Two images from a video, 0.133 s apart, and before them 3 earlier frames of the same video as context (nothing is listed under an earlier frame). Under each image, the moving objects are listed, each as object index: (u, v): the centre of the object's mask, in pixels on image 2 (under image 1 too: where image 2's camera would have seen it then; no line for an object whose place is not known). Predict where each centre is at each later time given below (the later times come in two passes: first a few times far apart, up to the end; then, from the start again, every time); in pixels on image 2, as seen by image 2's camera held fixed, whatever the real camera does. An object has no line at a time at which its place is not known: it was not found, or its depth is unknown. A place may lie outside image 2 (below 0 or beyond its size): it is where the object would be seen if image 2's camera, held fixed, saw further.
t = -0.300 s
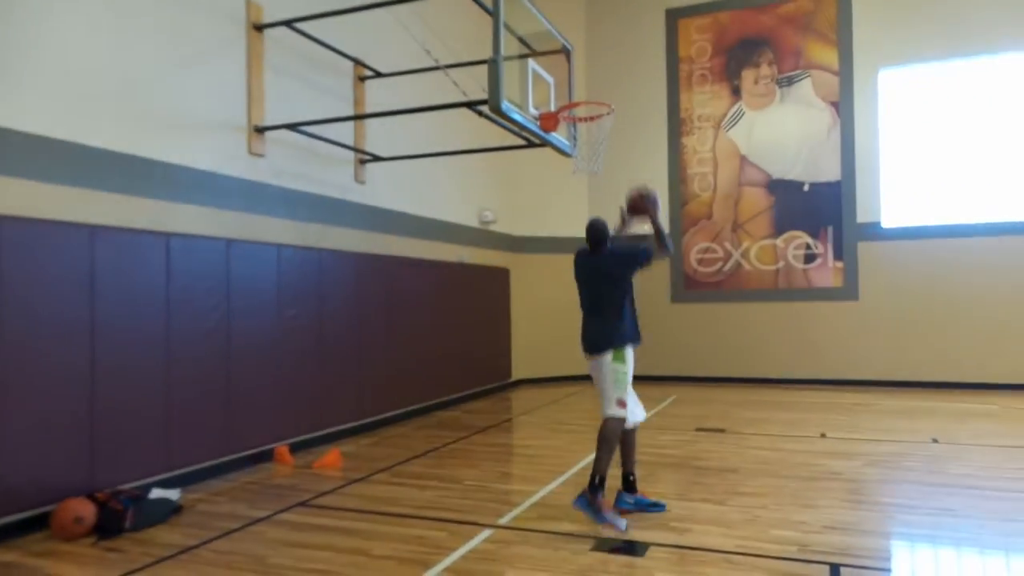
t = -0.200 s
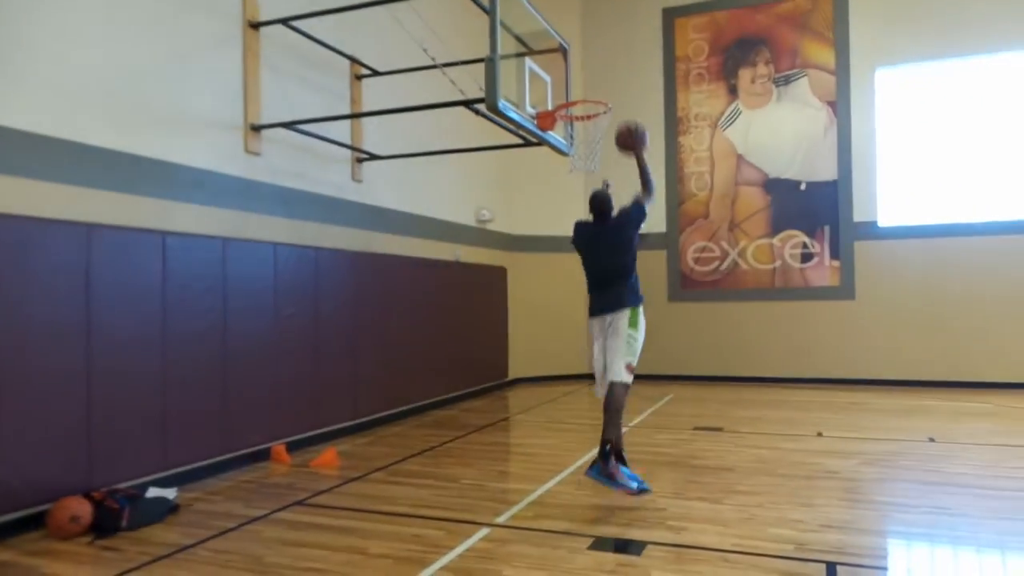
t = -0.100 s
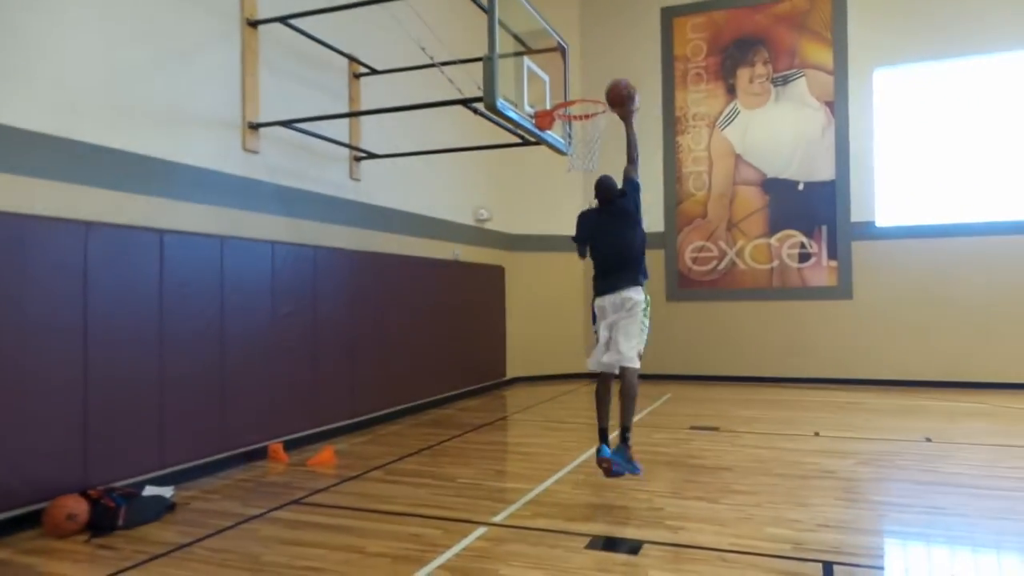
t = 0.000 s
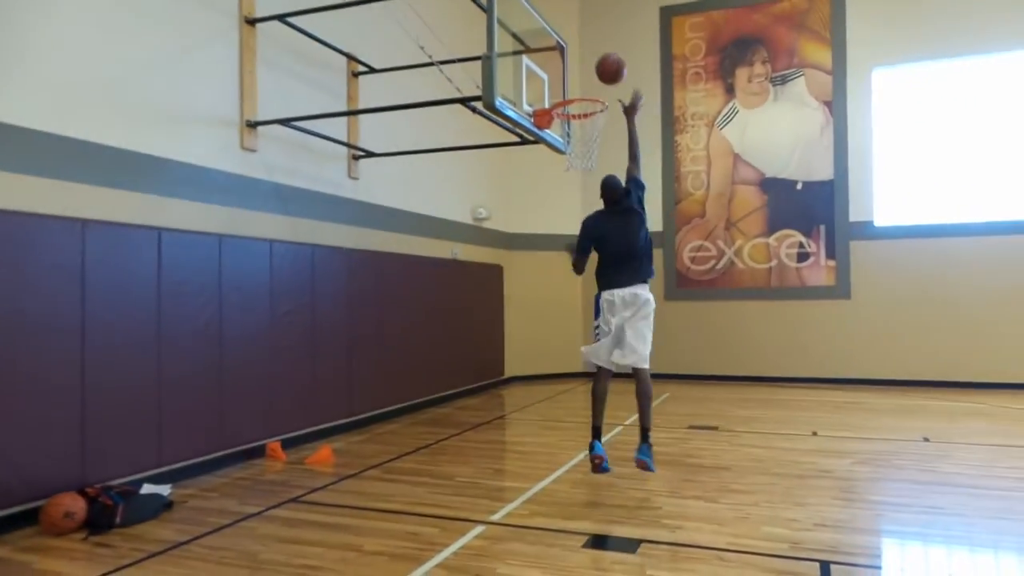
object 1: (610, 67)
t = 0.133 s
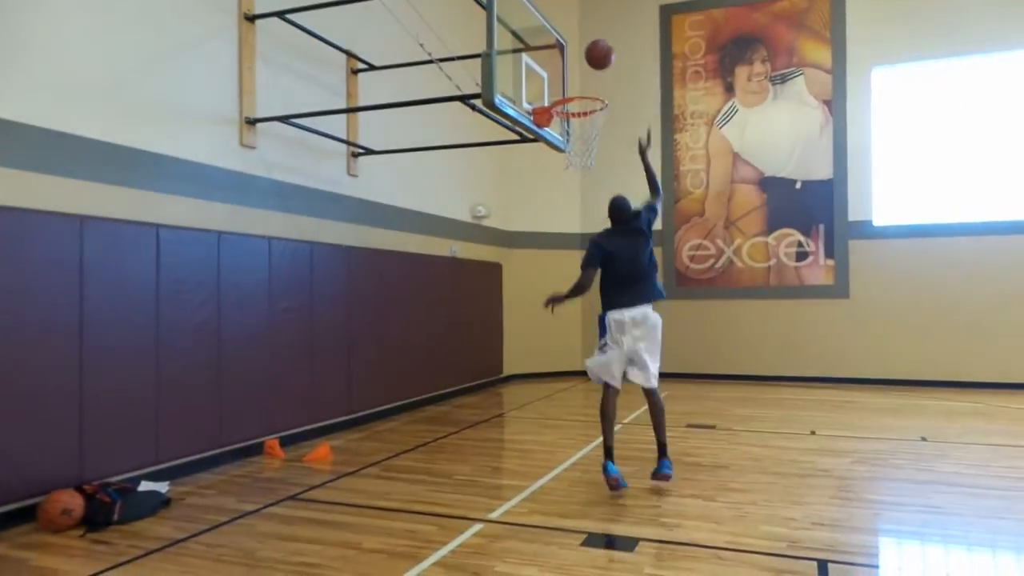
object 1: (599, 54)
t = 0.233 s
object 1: (592, 59)
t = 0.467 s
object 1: (577, 87)
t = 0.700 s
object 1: (572, 69)
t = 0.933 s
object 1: (562, 78)
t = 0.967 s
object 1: (560, 79)
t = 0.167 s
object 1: (596, 55)
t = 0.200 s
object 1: (594, 56)
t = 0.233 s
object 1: (592, 59)
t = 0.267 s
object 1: (589, 63)
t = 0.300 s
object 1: (587, 68)
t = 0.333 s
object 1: (585, 75)
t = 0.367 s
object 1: (582, 82)
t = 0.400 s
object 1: (580, 87)
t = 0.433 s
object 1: (579, 100)
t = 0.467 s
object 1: (577, 87)
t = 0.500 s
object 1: (577, 84)
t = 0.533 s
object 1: (576, 79)
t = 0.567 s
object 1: (575, 75)
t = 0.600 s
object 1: (574, 71)
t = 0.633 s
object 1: (573, 70)
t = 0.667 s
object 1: (573, 69)
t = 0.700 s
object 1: (572, 69)
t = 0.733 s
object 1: (571, 71)
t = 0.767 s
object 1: (570, 74)
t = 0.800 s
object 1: (569, 79)
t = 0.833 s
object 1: (568, 83)
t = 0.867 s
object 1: (566, 80)
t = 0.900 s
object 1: (564, 78)
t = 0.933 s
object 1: (562, 78)
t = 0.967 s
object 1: (560, 79)
